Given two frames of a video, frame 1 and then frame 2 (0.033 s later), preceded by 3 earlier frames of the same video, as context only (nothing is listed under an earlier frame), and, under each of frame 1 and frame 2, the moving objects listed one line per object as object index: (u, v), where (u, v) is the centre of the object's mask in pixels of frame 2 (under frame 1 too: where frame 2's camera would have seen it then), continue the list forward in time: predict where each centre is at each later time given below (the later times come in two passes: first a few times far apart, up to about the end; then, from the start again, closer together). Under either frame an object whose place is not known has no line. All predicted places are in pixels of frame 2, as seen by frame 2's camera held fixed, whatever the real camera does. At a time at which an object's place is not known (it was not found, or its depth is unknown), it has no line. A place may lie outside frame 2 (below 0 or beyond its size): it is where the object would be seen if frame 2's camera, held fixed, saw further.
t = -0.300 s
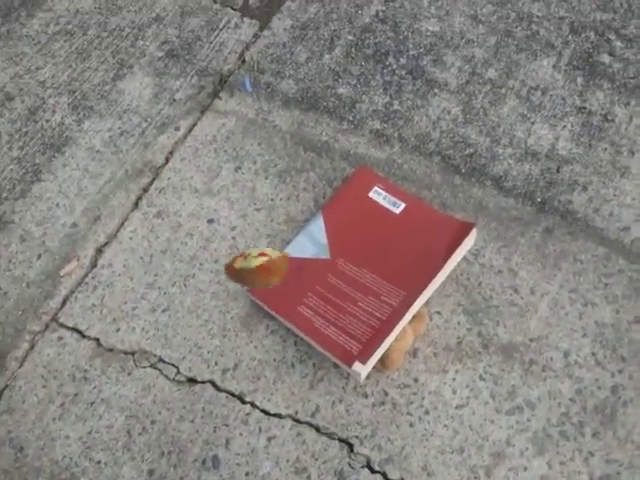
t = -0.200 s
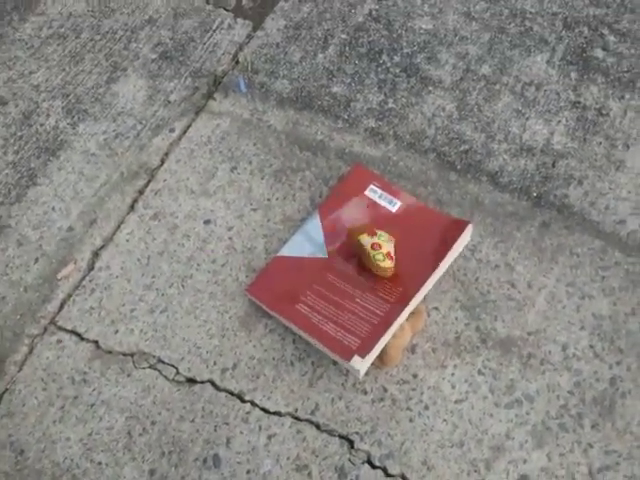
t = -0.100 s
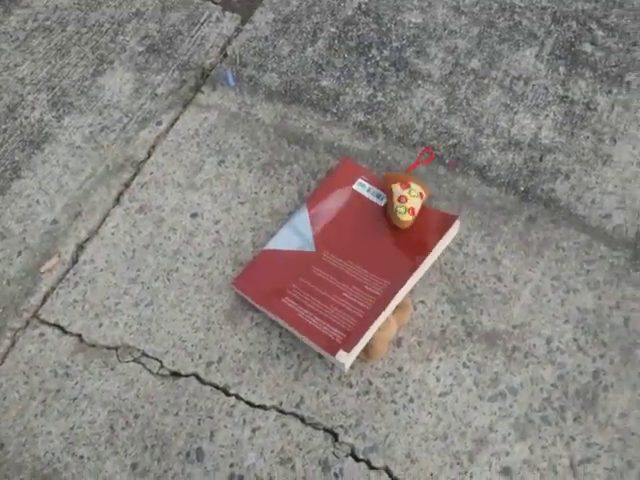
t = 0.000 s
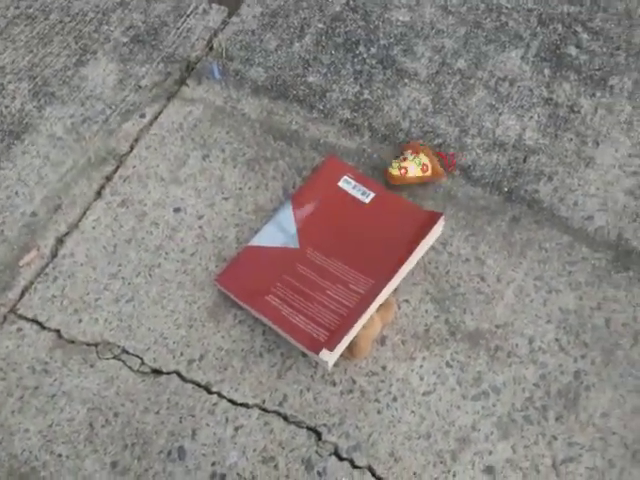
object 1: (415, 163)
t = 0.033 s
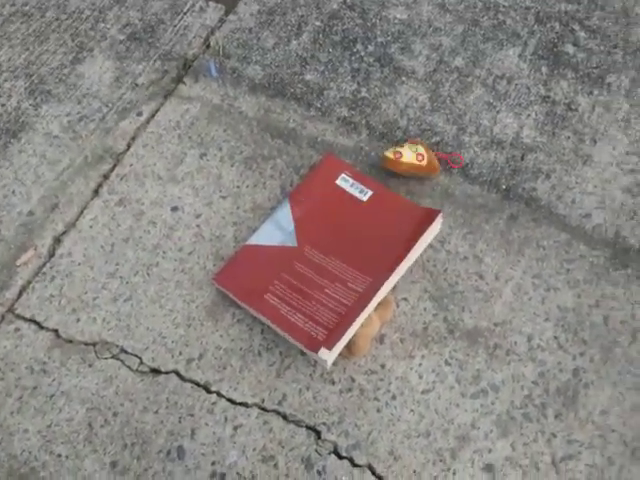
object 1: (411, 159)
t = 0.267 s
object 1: (377, 157)
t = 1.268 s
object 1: (386, 159)
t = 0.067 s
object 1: (407, 155)
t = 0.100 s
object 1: (407, 153)
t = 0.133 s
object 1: (395, 150)
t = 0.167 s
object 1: (388, 152)
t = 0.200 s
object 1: (383, 156)
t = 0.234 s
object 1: (379, 157)
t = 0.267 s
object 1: (377, 157)
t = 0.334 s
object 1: (382, 161)
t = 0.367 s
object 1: (379, 158)
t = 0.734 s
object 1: (385, 162)
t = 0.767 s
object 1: (386, 161)
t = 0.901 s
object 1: (384, 162)
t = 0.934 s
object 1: (386, 162)
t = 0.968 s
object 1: (386, 162)
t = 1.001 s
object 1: (386, 162)
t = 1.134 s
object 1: (384, 158)
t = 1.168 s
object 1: (384, 159)
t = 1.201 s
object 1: (384, 159)
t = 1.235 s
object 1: (385, 159)
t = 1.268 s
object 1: (386, 159)
